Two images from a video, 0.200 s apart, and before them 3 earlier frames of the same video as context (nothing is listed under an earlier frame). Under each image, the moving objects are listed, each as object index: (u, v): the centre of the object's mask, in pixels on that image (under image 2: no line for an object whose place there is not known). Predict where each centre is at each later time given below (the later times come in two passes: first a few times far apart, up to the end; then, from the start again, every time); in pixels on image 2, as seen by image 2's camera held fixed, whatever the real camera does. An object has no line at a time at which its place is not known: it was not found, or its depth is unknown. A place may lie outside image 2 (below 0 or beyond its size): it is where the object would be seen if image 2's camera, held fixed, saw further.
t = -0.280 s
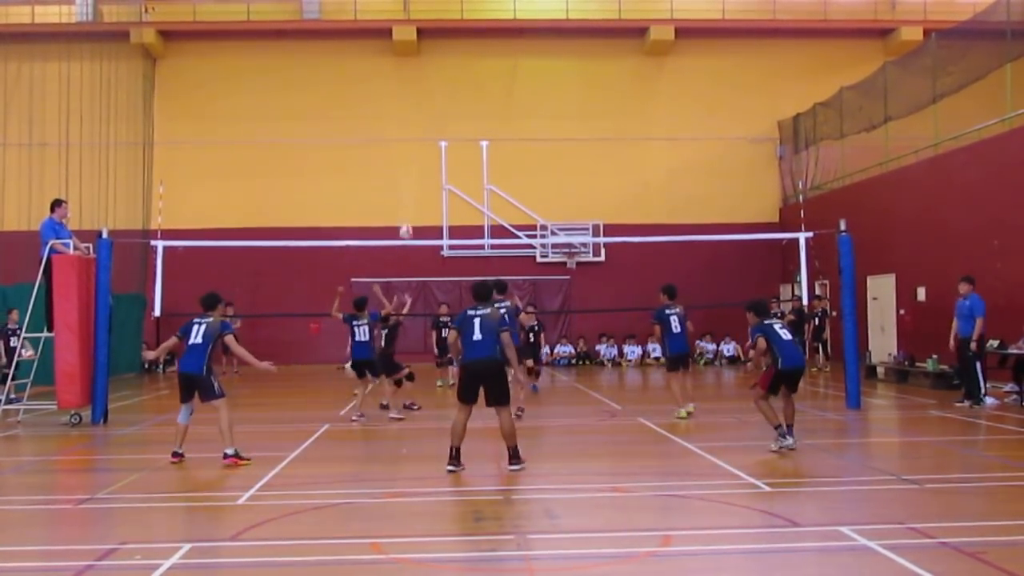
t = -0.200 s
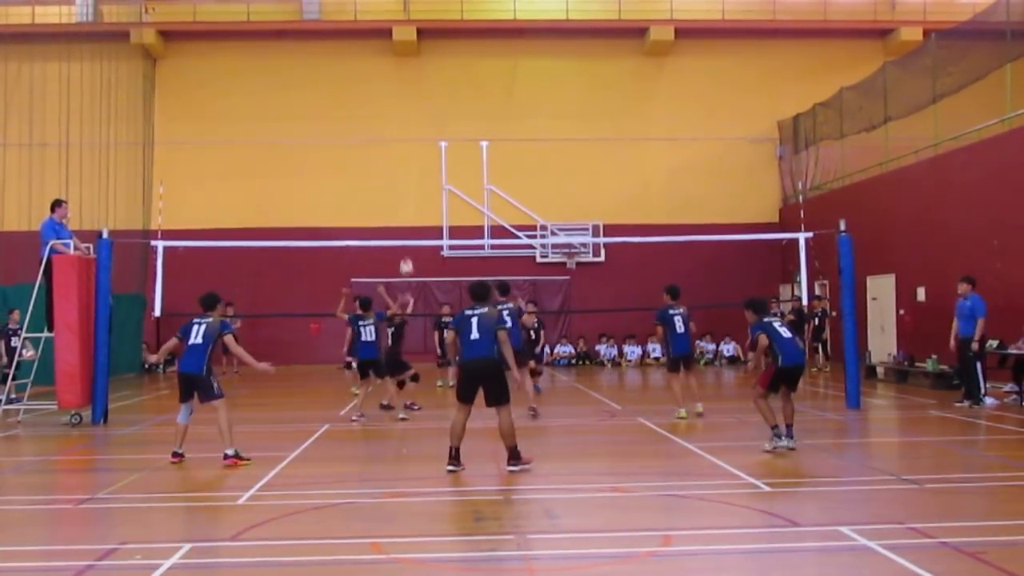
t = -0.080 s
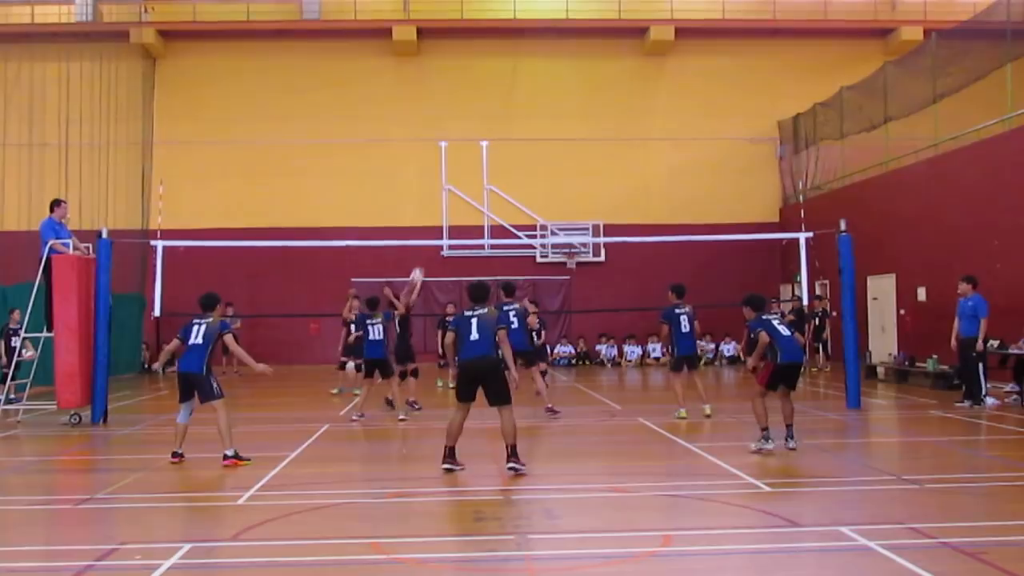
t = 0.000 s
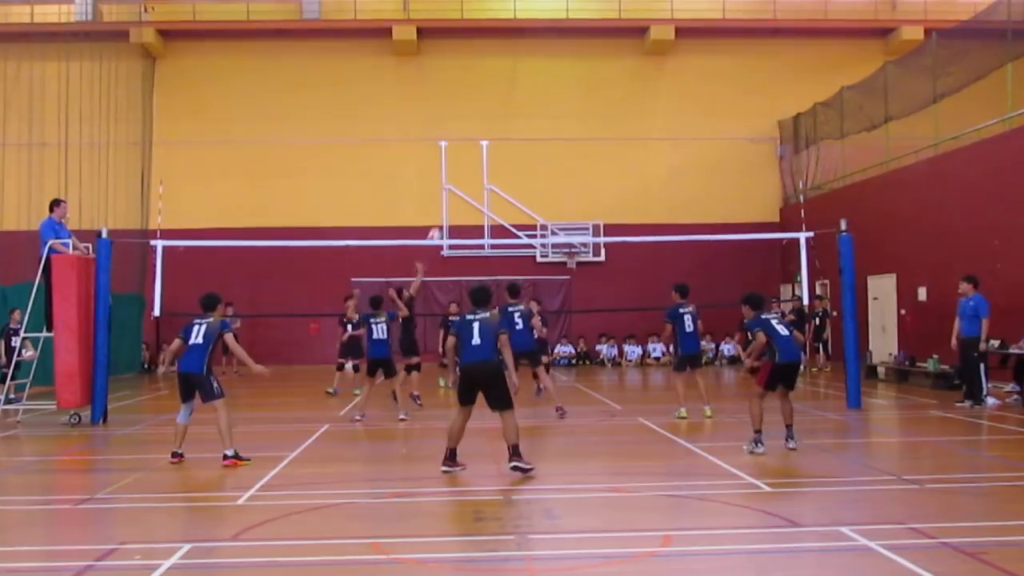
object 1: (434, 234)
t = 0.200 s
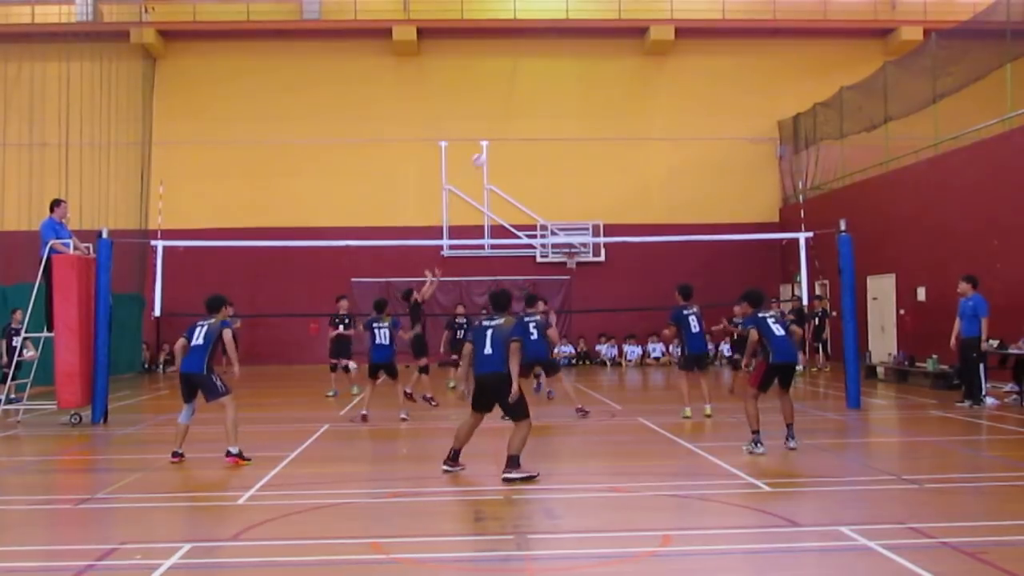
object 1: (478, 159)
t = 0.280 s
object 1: (496, 138)
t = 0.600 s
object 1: (561, 95)
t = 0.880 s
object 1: (615, 110)
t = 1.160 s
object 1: (666, 172)
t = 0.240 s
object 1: (489, 149)
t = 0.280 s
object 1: (496, 138)
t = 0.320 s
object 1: (504, 129)
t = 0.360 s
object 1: (512, 122)
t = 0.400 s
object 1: (520, 114)
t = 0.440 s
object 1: (529, 108)
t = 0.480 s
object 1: (537, 103)
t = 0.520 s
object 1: (545, 99)
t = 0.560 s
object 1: (553, 97)
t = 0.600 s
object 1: (561, 95)
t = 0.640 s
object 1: (568, 94)
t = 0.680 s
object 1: (576, 94)
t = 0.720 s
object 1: (584, 96)
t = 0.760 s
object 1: (592, 98)
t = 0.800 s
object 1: (600, 101)
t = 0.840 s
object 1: (606, 105)
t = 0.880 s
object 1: (615, 110)
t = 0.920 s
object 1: (622, 116)
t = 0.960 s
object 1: (630, 122)
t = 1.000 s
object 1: (637, 131)
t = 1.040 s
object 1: (644, 140)
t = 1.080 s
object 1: (652, 150)
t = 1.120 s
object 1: (659, 161)
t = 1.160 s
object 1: (666, 172)
